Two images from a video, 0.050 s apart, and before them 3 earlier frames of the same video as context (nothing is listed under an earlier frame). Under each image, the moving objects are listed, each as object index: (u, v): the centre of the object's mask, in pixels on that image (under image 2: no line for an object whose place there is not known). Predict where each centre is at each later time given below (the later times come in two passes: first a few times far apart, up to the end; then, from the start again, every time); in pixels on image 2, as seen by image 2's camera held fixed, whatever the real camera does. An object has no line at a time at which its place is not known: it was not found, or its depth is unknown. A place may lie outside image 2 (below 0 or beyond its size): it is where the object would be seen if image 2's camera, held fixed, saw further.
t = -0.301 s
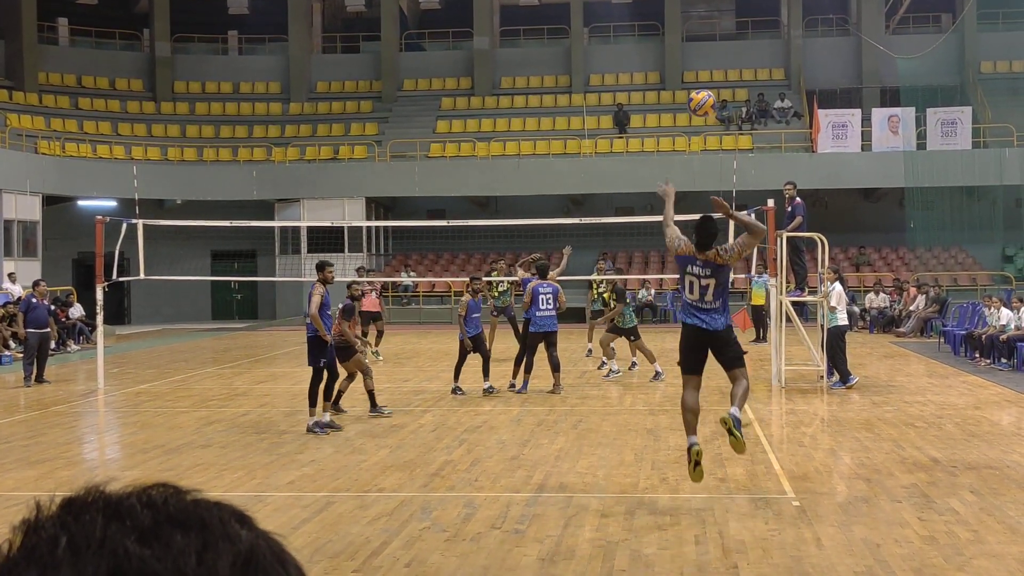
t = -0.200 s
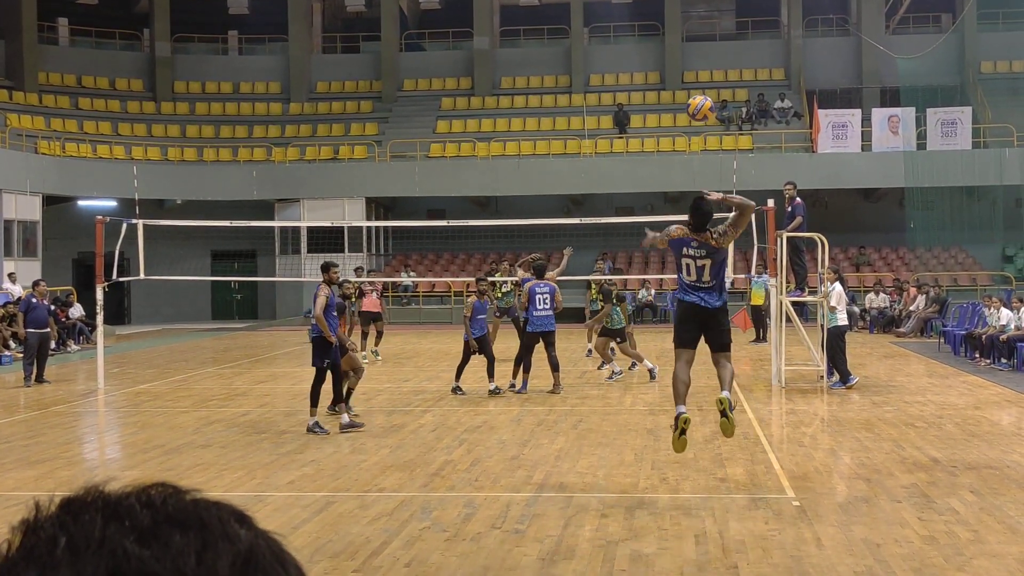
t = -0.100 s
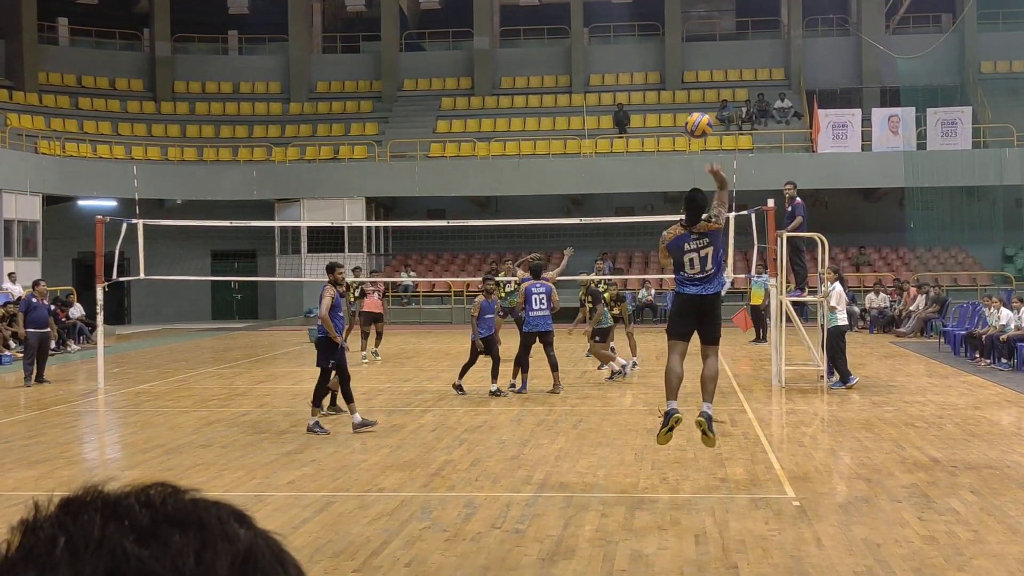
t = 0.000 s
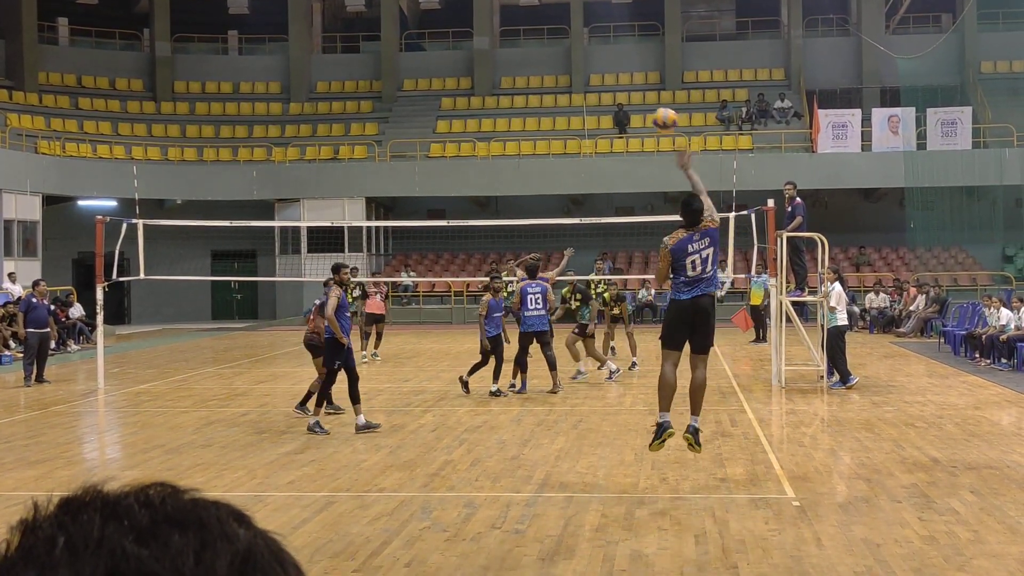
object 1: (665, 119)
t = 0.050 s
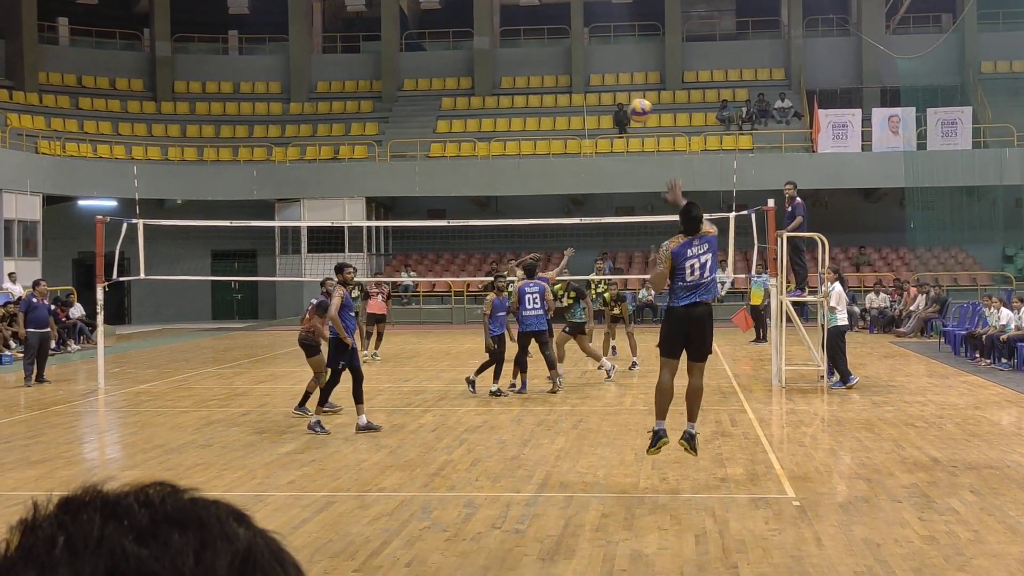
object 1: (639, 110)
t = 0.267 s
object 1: (564, 105)
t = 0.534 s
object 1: (518, 151)
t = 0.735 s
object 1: (499, 204)
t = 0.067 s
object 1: (632, 108)
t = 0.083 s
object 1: (625, 106)
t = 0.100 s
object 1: (619, 105)
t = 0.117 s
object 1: (611, 103)
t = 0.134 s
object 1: (605, 103)
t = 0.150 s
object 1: (599, 102)
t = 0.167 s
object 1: (594, 101)
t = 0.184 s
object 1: (588, 101)
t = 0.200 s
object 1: (582, 101)
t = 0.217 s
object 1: (578, 102)
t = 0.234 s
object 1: (573, 103)
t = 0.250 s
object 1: (568, 104)
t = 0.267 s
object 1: (564, 105)
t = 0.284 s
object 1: (560, 106)
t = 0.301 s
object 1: (555, 108)
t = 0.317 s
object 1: (552, 110)
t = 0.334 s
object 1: (549, 112)
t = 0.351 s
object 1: (545, 114)
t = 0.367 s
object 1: (542, 117)
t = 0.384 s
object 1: (539, 119)
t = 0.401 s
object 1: (536, 122)
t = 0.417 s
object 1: (533, 125)
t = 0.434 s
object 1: (531, 128)
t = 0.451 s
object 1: (529, 132)
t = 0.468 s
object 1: (527, 135)
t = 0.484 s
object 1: (524, 138)
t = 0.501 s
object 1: (522, 142)
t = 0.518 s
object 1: (521, 146)
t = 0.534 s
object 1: (518, 151)
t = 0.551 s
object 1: (517, 154)
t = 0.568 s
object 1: (515, 158)
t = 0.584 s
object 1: (514, 162)
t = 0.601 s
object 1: (512, 166)
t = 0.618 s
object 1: (510, 171)
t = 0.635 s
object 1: (509, 175)
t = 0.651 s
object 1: (507, 179)
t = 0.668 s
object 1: (506, 184)
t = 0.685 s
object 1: (504, 189)
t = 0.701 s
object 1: (502, 194)
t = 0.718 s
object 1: (501, 199)
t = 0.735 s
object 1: (499, 204)
